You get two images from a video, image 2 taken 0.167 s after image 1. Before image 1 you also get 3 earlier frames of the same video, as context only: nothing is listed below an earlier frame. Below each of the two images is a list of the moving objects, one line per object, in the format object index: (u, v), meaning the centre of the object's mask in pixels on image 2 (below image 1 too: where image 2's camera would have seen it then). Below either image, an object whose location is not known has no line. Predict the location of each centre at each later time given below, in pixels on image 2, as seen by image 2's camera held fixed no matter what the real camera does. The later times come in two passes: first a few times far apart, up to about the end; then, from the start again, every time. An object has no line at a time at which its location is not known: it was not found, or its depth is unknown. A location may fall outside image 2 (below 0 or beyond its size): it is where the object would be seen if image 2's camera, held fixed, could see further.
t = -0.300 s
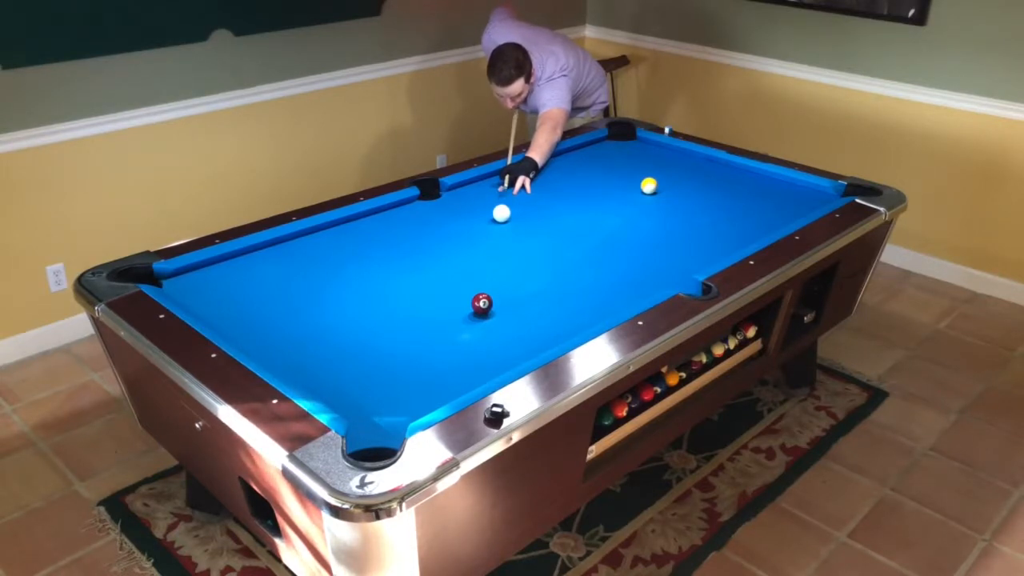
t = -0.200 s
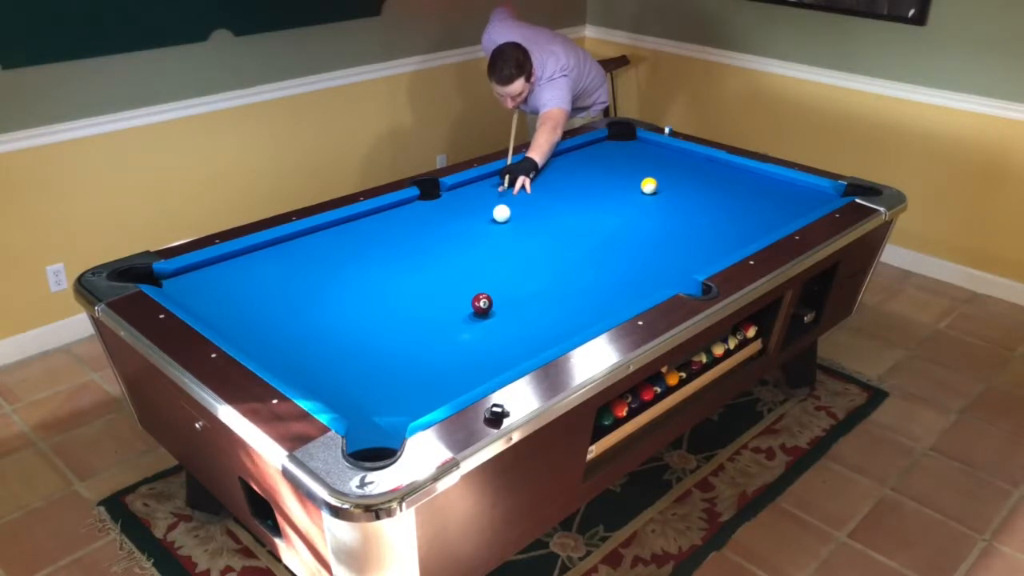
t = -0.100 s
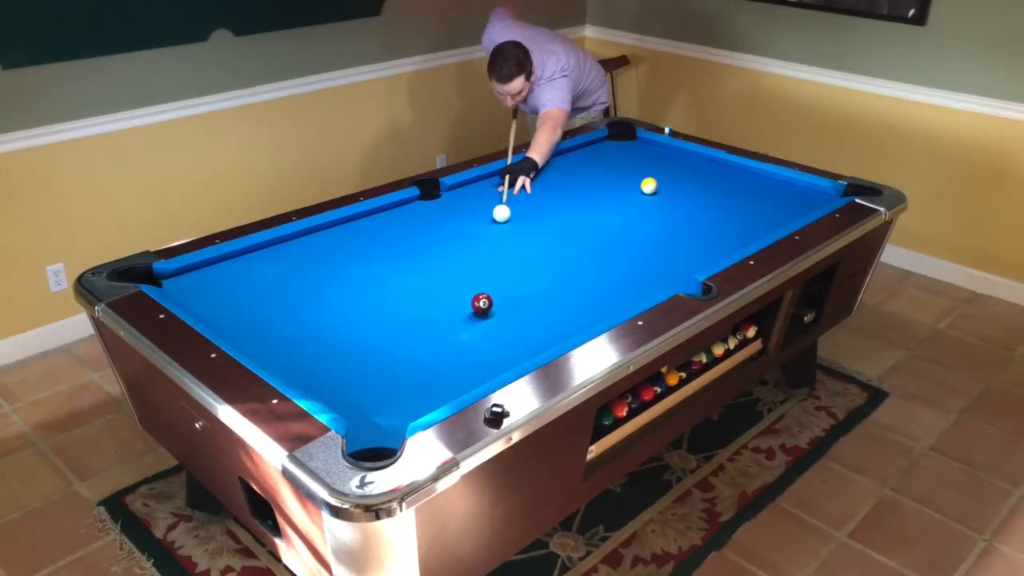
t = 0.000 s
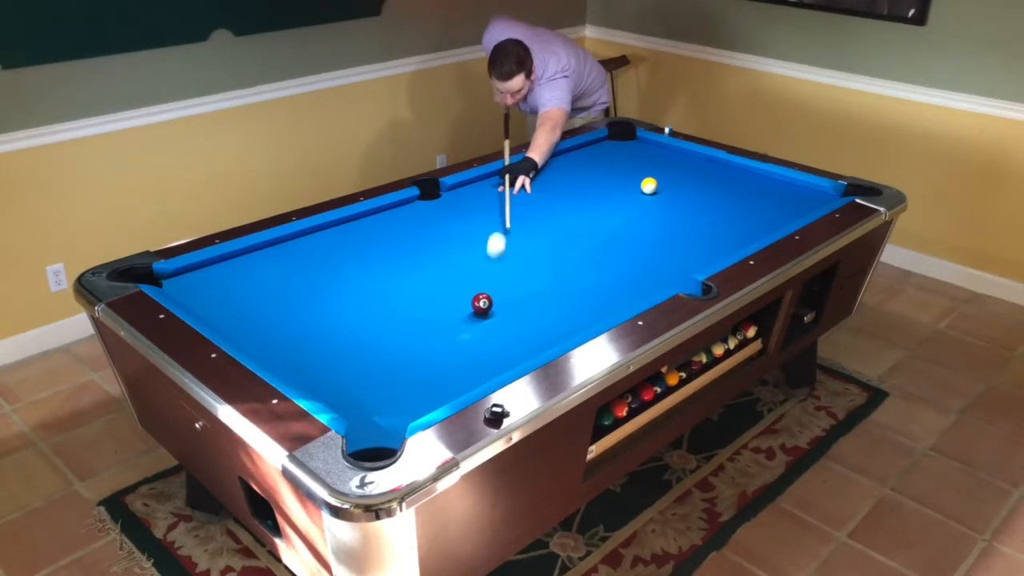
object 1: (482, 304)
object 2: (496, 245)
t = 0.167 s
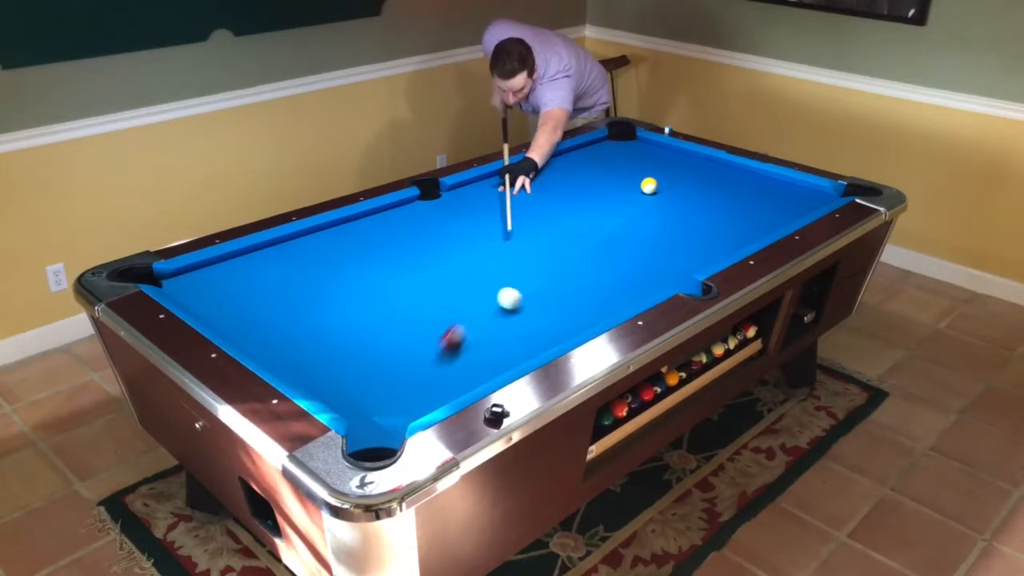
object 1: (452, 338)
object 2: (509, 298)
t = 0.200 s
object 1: (437, 357)
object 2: (518, 301)
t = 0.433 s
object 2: (574, 320)
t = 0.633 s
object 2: (584, 311)
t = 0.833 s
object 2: (579, 294)
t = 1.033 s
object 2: (575, 278)
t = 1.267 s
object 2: (571, 262)
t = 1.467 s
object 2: (568, 250)
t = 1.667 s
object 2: (565, 239)
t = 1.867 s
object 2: (562, 229)
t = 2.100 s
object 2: (559, 219)
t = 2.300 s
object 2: (556, 211)
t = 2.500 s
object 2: (554, 204)
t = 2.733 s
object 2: (551, 196)
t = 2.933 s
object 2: (550, 190)
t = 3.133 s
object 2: (548, 185)
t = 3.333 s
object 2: (546, 180)
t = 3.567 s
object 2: (543, 175)
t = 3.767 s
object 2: (542, 171)
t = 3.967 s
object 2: (540, 168)
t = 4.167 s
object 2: (537, 165)
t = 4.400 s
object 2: (535, 162)
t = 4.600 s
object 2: (539, 162)
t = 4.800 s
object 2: (542, 163)
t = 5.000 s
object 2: (544, 163)
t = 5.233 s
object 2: (546, 163)
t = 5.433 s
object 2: (546, 163)
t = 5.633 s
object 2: (546, 163)
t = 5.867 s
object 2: (546, 163)
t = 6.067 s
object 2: (546, 163)
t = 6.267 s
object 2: (546, 163)
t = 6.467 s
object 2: (546, 163)
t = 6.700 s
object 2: (546, 163)
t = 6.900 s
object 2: (546, 163)
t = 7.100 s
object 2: (546, 163)
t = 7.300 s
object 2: (546, 163)
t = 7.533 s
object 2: (546, 163)
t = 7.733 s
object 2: (546, 163)
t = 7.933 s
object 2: (546, 163)
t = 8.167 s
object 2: (546, 163)
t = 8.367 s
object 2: (546, 163)
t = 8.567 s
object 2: (546, 163)
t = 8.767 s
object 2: (546, 163)
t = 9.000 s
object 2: (544, 163)
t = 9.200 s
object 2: (544, 163)
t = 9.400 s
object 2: (544, 163)
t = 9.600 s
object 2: (544, 163)
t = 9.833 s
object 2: (544, 163)
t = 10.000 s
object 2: (544, 163)
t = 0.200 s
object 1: (437, 357)
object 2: (518, 301)
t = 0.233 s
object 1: (422, 376)
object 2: (526, 304)
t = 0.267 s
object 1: (406, 395)
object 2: (533, 307)
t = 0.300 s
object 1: (387, 415)
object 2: (541, 309)
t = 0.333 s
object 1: (372, 435)
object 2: (549, 312)
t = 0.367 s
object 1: (363, 451)
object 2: (557, 315)
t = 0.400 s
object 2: (565, 318)
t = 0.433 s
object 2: (574, 320)
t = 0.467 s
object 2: (582, 322)
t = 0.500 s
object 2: (587, 322)
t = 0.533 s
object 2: (586, 320)
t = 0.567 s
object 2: (585, 317)
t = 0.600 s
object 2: (585, 314)
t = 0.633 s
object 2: (584, 311)
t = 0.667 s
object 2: (583, 308)
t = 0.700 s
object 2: (582, 305)
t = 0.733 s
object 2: (581, 302)
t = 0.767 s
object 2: (581, 299)
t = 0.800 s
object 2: (580, 296)
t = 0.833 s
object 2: (579, 294)
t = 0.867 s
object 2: (579, 291)
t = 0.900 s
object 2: (578, 288)
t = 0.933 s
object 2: (577, 286)
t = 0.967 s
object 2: (577, 283)
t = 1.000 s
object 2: (576, 281)
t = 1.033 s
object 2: (575, 278)
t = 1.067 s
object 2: (575, 276)
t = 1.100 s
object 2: (574, 273)
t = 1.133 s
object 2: (573, 271)
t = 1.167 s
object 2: (573, 269)
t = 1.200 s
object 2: (572, 266)
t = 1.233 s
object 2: (572, 264)
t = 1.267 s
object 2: (571, 262)
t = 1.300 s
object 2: (570, 260)
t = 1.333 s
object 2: (570, 258)
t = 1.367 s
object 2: (569, 256)
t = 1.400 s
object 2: (569, 254)
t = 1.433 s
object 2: (568, 252)
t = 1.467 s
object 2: (568, 250)
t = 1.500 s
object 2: (567, 248)
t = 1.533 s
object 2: (567, 247)
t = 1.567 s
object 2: (566, 245)
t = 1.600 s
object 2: (566, 243)
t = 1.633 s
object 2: (565, 241)
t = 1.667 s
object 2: (565, 239)
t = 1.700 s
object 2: (564, 238)
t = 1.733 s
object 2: (564, 236)
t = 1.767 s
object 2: (563, 234)
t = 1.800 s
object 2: (563, 233)
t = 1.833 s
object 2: (562, 231)
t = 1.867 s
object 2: (562, 229)
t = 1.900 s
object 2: (562, 228)
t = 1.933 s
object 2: (561, 226)
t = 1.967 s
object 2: (560, 225)
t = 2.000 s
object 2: (560, 223)
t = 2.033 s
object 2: (560, 222)
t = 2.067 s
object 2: (559, 220)
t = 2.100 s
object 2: (559, 219)
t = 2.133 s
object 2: (558, 218)
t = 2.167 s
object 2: (558, 216)
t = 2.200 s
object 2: (557, 215)
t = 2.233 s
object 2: (557, 214)
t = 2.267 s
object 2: (557, 212)
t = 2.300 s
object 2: (556, 211)
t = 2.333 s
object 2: (556, 210)
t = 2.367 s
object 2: (555, 208)
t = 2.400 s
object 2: (555, 207)
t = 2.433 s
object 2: (555, 206)
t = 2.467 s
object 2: (554, 205)
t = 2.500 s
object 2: (554, 204)
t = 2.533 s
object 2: (553, 203)
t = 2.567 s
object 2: (553, 201)
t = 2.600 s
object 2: (553, 200)
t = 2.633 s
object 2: (553, 199)
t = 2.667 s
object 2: (552, 198)
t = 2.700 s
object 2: (552, 197)
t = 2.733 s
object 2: (551, 196)
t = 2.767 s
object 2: (551, 195)
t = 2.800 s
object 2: (551, 194)
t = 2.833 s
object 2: (550, 193)
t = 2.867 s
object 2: (550, 192)
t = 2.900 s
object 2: (550, 191)
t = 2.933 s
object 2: (550, 190)
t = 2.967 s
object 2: (549, 189)
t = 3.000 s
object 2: (549, 188)
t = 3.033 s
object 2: (549, 188)
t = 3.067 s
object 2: (548, 187)
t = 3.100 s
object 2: (548, 186)
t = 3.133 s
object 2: (548, 185)
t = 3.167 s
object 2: (547, 184)
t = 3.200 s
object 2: (547, 183)
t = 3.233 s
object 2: (547, 182)
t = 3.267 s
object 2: (546, 182)
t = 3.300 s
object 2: (546, 181)
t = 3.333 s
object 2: (546, 180)
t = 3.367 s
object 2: (545, 179)
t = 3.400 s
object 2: (545, 179)
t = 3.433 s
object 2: (545, 178)
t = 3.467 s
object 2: (544, 177)
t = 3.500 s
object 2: (544, 176)
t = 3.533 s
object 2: (544, 176)
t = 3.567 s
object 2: (543, 175)
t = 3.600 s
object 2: (543, 174)
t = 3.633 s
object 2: (543, 174)
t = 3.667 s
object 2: (542, 173)
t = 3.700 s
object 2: (542, 172)
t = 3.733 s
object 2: (542, 172)
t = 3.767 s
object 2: (542, 171)
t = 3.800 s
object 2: (541, 171)
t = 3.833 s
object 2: (541, 170)
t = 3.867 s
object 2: (541, 170)
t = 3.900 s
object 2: (540, 169)
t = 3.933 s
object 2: (540, 169)
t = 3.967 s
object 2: (540, 168)
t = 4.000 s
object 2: (539, 168)
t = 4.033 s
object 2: (539, 167)
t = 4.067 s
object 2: (538, 166)
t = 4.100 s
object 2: (538, 166)
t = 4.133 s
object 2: (538, 166)
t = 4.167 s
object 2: (537, 165)
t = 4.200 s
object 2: (537, 165)
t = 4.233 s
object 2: (537, 164)
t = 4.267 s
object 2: (537, 164)
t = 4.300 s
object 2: (536, 163)
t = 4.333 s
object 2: (536, 163)
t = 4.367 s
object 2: (536, 163)
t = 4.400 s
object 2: (535, 162)
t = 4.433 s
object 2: (536, 162)
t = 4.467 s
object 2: (537, 162)
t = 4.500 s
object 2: (537, 162)
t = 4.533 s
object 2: (538, 162)
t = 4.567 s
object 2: (539, 162)
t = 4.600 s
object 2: (539, 162)
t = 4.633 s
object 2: (540, 162)
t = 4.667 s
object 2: (540, 162)
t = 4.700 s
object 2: (541, 162)
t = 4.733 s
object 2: (541, 163)
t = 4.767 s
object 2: (542, 163)
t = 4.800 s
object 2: (542, 163)
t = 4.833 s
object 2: (543, 163)
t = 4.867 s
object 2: (543, 163)
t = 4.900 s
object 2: (544, 163)
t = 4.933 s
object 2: (544, 163)
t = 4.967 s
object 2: (544, 163)
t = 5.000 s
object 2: (544, 163)
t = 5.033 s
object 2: (545, 163)
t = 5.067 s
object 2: (545, 163)
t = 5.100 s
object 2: (545, 163)
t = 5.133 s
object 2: (545, 163)
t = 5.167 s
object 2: (545, 163)
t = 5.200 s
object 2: (545, 163)
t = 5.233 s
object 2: (546, 163)
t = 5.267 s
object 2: (546, 163)
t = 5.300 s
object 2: (546, 163)
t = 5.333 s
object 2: (546, 163)
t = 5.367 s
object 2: (546, 163)
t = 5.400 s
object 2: (546, 163)
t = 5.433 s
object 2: (546, 163)
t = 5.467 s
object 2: (546, 163)
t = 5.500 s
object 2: (546, 163)
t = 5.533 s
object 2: (546, 163)
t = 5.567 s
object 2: (546, 163)
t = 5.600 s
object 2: (545, 163)
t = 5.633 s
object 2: (546, 163)
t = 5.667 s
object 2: (546, 163)
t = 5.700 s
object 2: (546, 163)
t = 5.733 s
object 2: (546, 163)
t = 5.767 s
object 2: (546, 163)
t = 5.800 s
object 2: (546, 163)
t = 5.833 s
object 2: (546, 163)
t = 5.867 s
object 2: (546, 163)
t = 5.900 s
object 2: (546, 163)
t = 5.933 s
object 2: (546, 163)
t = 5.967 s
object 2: (546, 163)
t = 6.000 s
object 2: (546, 163)
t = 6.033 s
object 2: (546, 163)
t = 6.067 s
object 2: (546, 163)
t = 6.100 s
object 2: (546, 163)
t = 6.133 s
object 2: (546, 163)
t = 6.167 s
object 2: (546, 163)
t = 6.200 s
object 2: (546, 163)
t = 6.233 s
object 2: (546, 163)
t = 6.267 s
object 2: (546, 163)
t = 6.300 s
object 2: (546, 163)
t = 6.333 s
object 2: (546, 163)
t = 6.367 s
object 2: (546, 163)
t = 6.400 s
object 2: (546, 163)
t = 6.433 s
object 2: (546, 163)
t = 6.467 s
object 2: (546, 163)
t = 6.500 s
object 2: (546, 163)
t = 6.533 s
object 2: (546, 163)
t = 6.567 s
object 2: (546, 163)
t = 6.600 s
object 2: (546, 163)
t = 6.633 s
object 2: (546, 163)
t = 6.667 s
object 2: (546, 163)
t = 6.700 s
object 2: (546, 163)
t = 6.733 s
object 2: (546, 163)
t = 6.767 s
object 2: (546, 163)
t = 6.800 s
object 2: (546, 163)
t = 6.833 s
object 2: (546, 163)
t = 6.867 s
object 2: (546, 163)
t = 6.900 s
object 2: (546, 163)
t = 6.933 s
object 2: (546, 163)
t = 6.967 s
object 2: (546, 163)
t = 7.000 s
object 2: (546, 163)
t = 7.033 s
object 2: (546, 163)
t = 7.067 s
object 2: (546, 163)
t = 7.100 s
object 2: (546, 163)
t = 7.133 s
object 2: (546, 163)
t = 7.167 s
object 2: (546, 163)
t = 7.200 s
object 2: (546, 163)
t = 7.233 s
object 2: (546, 163)
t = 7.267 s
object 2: (546, 163)
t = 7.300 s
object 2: (546, 163)
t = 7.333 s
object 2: (546, 163)
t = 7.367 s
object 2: (546, 163)
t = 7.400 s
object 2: (546, 163)
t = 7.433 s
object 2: (546, 163)
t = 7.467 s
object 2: (546, 163)
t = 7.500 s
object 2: (546, 163)
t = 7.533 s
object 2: (546, 163)
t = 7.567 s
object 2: (546, 163)
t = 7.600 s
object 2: (546, 163)
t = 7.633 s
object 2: (546, 163)
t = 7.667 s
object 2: (546, 163)
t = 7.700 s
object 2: (546, 163)
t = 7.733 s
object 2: (546, 163)
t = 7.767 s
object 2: (546, 163)
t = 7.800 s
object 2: (546, 163)
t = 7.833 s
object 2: (546, 163)
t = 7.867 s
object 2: (546, 163)
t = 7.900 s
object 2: (546, 163)
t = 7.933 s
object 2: (546, 163)
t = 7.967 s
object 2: (546, 163)
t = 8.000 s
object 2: (546, 163)
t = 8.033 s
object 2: (546, 163)
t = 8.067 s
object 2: (546, 163)
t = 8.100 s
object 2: (546, 163)
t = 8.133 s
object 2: (546, 163)
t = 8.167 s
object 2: (546, 163)
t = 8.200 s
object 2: (546, 163)
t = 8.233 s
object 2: (546, 163)
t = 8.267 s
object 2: (546, 163)
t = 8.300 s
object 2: (546, 163)
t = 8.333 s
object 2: (546, 163)
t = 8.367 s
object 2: (546, 163)
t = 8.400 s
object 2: (546, 163)
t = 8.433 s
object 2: (546, 163)
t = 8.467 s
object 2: (546, 163)
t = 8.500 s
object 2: (546, 163)
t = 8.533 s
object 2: (546, 163)
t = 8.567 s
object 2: (546, 163)
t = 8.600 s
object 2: (546, 163)
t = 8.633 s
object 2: (546, 163)
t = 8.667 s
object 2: (546, 163)
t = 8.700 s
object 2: (546, 163)
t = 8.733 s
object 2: (546, 163)
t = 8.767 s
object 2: (546, 163)
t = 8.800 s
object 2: (546, 163)
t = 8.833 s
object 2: (545, 163)
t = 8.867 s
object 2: (545, 163)
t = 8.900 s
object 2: (544, 163)
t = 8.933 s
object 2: (544, 163)
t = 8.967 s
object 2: (544, 163)
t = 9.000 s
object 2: (544, 163)
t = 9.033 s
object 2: (544, 163)
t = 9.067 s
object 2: (544, 163)
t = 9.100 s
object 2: (544, 163)
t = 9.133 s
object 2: (544, 163)
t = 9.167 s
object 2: (544, 163)
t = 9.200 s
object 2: (544, 163)
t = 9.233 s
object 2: (544, 163)
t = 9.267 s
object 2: (544, 163)
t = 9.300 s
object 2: (544, 162)
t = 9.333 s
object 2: (544, 162)
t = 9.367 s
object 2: (544, 162)
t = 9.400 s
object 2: (544, 163)
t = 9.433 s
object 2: (544, 163)
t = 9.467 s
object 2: (544, 162)
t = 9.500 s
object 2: (544, 163)
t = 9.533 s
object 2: (544, 163)
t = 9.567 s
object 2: (544, 163)
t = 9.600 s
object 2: (544, 163)
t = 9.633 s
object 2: (544, 163)
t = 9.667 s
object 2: (544, 163)
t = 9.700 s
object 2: (544, 163)
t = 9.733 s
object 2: (544, 163)
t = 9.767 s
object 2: (544, 163)
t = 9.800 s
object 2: (544, 163)
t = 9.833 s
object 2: (544, 163)
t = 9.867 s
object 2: (544, 163)
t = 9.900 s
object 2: (544, 163)
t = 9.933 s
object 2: (544, 163)
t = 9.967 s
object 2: (544, 163)
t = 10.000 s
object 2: (544, 163)
